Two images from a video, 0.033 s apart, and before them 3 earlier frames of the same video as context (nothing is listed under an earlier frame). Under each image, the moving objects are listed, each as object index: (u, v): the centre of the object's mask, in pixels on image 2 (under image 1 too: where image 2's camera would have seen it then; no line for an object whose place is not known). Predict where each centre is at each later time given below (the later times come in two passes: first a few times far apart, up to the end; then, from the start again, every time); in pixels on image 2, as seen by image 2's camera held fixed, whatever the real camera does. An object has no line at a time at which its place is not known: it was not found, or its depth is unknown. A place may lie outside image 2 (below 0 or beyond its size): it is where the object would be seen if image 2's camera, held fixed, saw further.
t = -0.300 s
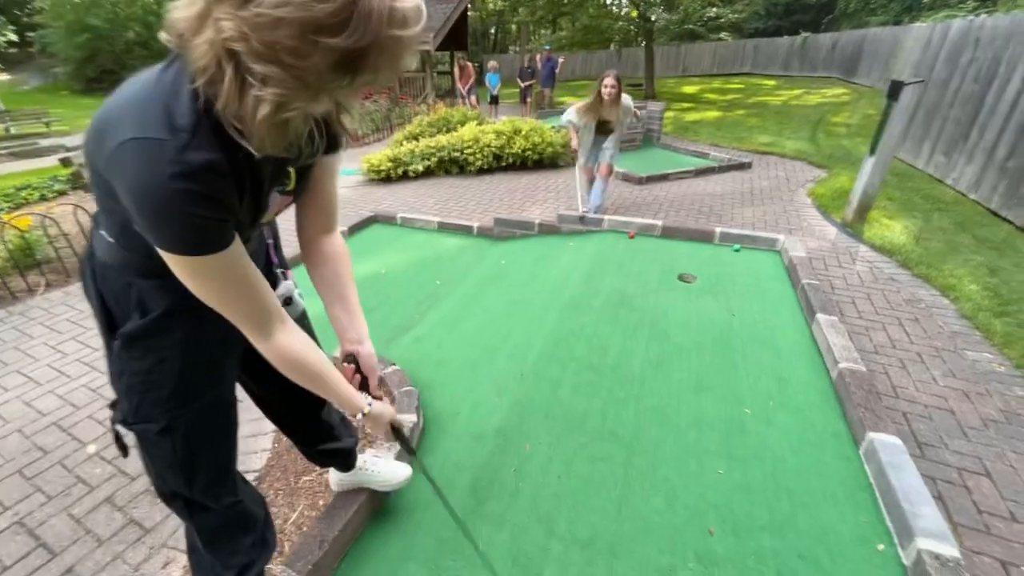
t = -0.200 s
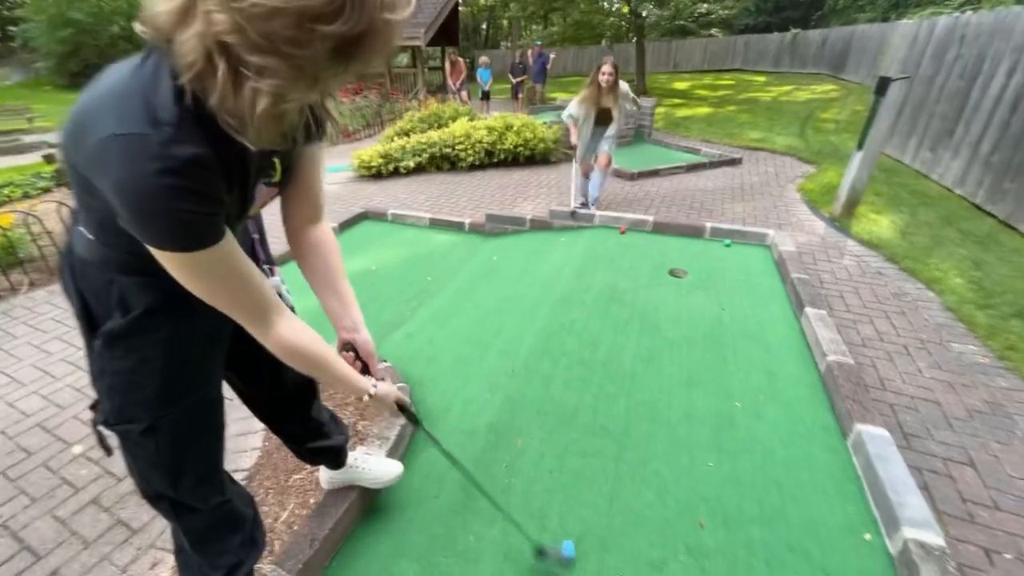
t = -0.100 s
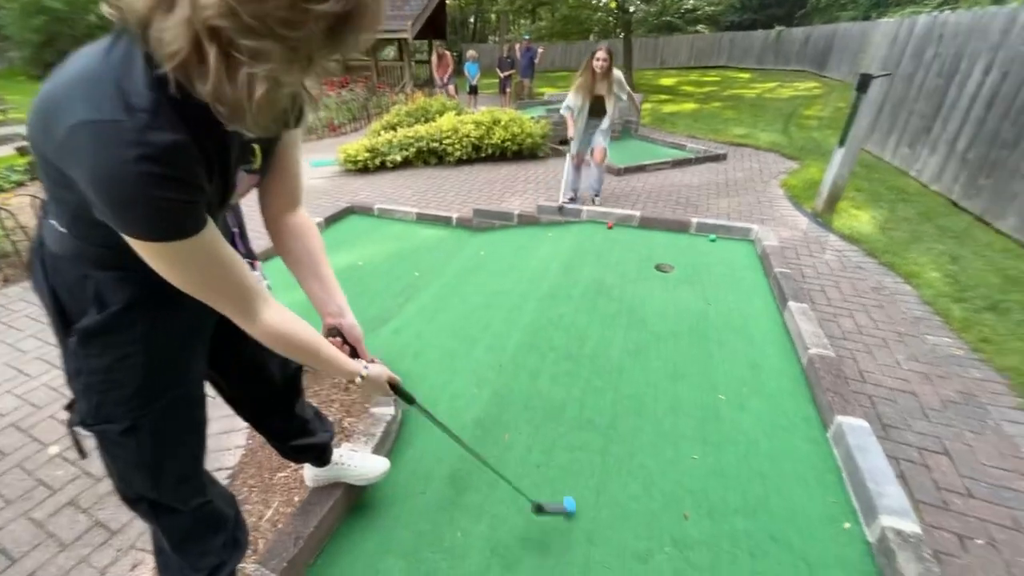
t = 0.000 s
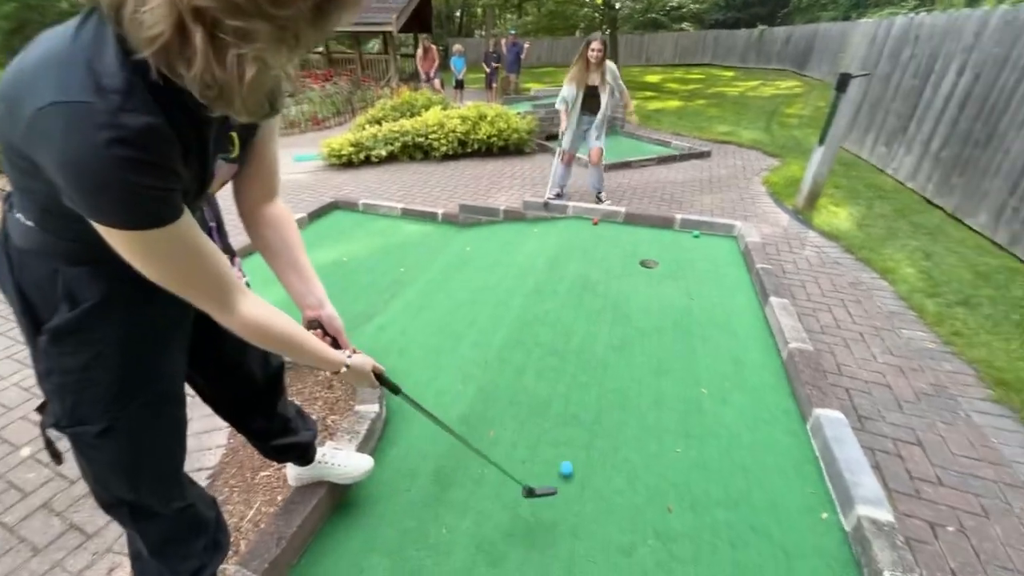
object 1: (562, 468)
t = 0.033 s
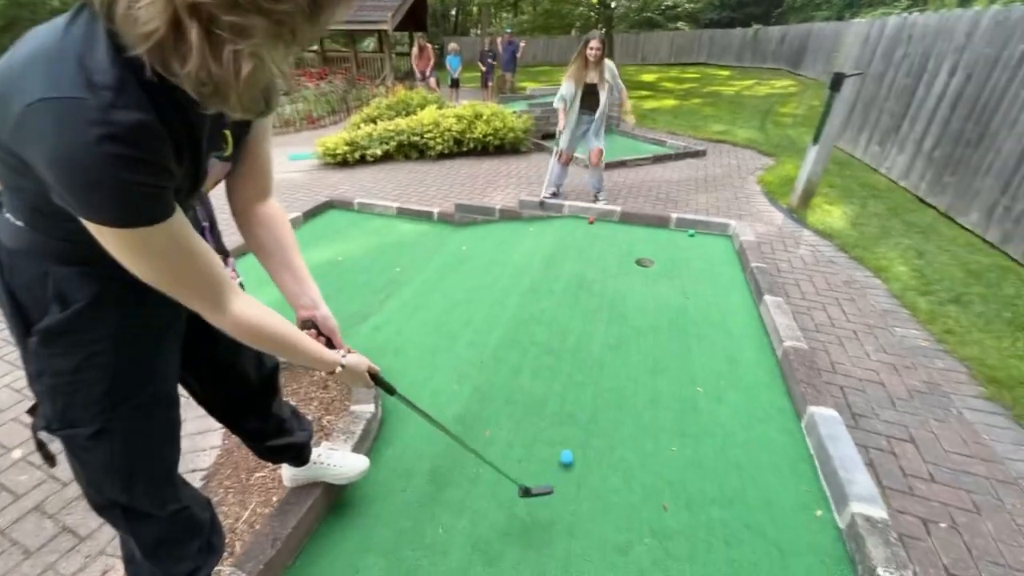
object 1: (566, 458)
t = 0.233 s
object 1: (587, 418)
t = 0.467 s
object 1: (603, 376)
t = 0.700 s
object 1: (612, 346)
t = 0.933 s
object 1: (618, 324)
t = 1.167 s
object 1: (622, 307)
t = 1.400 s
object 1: (623, 293)
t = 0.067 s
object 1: (570, 450)
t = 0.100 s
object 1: (574, 444)
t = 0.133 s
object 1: (578, 437)
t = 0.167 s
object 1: (581, 431)
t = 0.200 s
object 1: (585, 425)
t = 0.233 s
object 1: (587, 418)
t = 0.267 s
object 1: (590, 411)
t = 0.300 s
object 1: (592, 405)
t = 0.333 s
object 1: (595, 398)
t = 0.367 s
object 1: (597, 393)
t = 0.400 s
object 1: (599, 387)
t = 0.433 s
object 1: (601, 381)
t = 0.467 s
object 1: (603, 376)
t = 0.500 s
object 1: (605, 371)
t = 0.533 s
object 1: (606, 366)
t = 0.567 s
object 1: (607, 362)
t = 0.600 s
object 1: (609, 357)
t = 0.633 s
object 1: (610, 353)
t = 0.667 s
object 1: (611, 349)
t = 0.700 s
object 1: (612, 346)
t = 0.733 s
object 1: (613, 342)
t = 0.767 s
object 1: (614, 338)
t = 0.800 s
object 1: (614, 335)
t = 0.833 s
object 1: (616, 332)
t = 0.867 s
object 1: (617, 330)
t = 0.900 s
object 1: (617, 327)
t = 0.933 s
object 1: (618, 324)
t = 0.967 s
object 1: (618, 321)
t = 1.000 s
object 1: (619, 319)
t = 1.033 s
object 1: (620, 317)
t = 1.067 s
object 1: (620, 315)
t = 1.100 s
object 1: (621, 312)
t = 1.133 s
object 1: (621, 310)
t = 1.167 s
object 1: (622, 307)
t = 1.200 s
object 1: (622, 305)
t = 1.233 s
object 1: (622, 303)
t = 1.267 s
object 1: (622, 301)
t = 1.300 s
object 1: (623, 299)
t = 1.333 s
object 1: (623, 297)
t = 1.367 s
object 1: (623, 295)
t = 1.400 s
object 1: (623, 293)
